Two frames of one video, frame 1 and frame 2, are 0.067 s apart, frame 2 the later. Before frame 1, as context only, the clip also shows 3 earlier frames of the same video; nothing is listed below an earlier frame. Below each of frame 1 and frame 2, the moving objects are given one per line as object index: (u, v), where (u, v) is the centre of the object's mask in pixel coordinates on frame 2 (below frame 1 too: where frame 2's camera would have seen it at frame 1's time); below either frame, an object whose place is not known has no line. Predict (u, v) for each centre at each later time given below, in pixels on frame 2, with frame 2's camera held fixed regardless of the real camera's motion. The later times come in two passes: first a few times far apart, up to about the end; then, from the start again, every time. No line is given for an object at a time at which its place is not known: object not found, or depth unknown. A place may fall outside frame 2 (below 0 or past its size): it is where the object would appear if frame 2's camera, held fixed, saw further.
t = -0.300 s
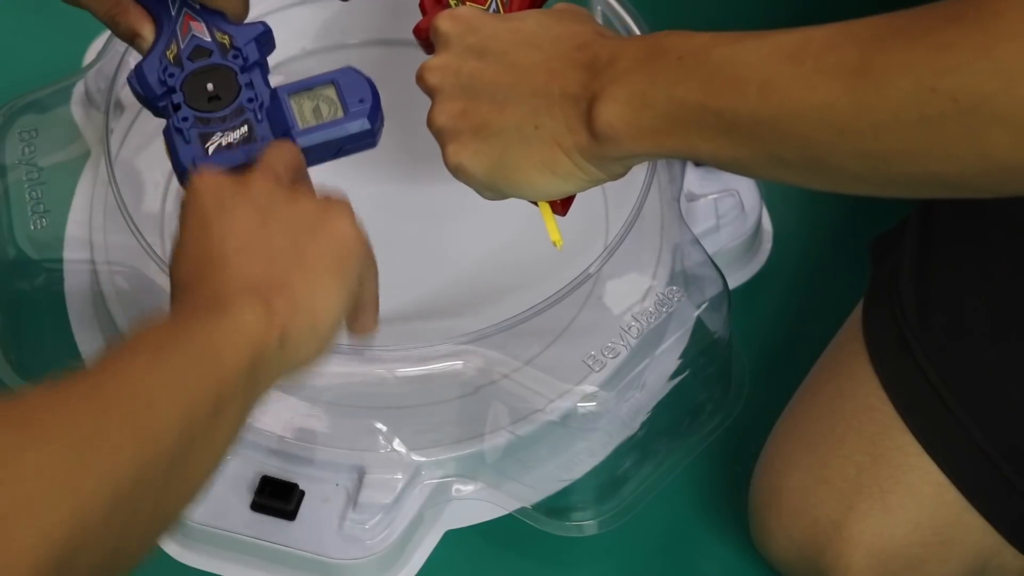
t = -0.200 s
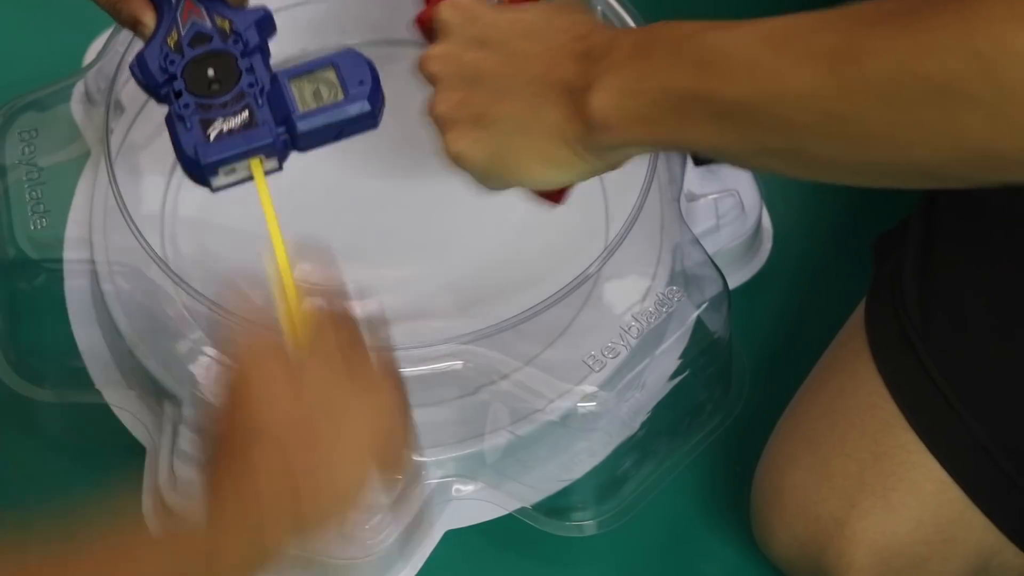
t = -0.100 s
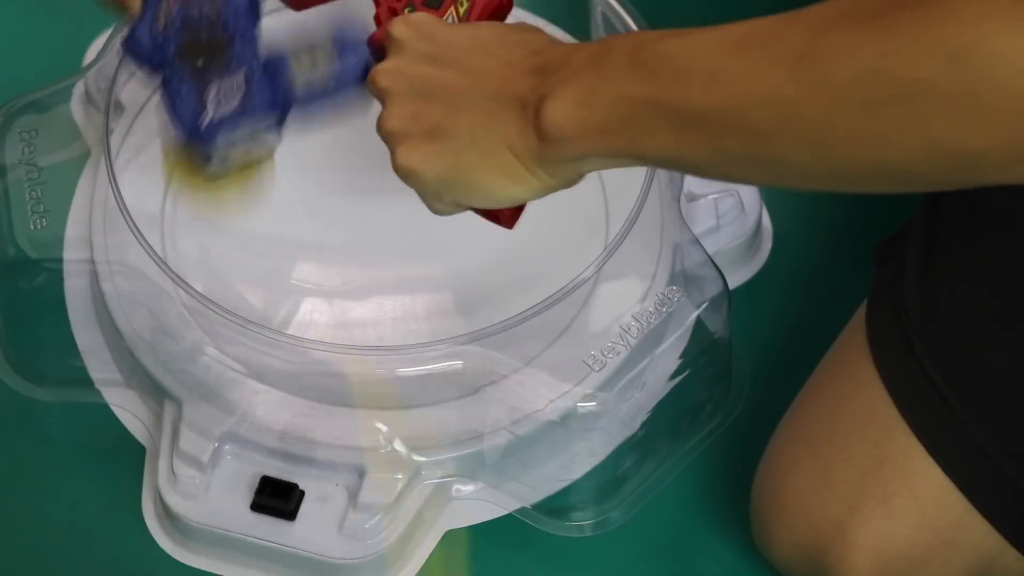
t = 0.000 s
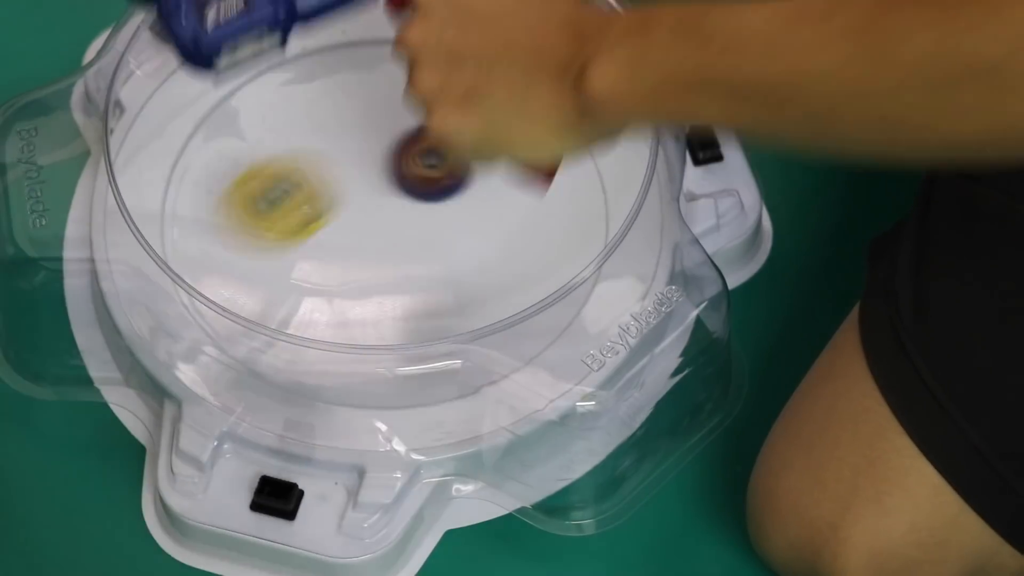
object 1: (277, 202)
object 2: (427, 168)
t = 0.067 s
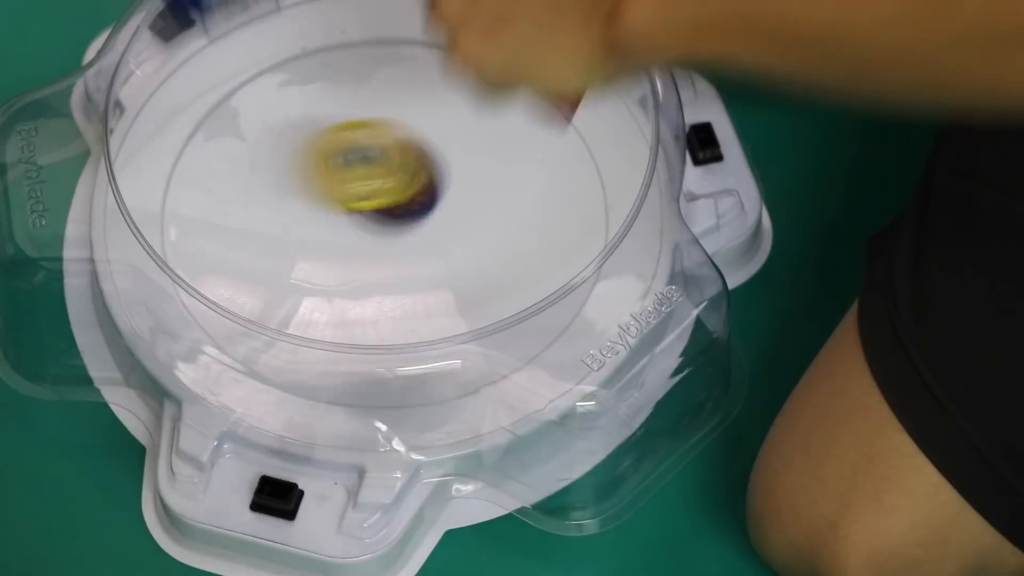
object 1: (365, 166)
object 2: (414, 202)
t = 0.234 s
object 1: (552, 237)
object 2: (309, 291)
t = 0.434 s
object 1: (564, 183)
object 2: (318, 305)
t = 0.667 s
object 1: (430, 154)
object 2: (438, 281)
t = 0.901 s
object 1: (316, 184)
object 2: (426, 235)
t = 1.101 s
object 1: (200, 197)
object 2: (422, 248)
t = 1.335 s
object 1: (215, 287)
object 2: (386, 253)
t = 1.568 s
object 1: (215, 321)
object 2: (484, 196)
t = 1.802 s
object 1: (218, 321)
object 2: (513, 68)
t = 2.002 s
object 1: (310, 288)
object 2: (347, 83)
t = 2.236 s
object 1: (367, 207)
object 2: (252, 265)
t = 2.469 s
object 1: (363, 132)
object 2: (486, 335)
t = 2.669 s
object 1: (342, 107)
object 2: (590, 162)
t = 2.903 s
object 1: (341, 135)
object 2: (373, 30)
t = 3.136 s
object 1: (384, 176)
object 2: (167, 184)
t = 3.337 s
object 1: (423, 201)
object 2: (286, 351)
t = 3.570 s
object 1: (466, 223)
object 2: (543, 277)
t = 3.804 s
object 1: (480, 234)
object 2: (490, 57)
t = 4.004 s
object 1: (462, 244)
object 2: (269, 50)
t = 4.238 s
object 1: (426, 249)
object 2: (193, 268)
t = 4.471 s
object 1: (375, 245)
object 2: (478, 321)
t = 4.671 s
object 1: (343, 234)
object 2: (569, 135)
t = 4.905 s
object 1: (316, 235)
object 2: (365, 29)
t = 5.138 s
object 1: (325, 237)
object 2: (203, 188)
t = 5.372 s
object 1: (358, 216)
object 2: (405, 340)
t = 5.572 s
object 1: (385, 191)
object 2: (579, 227)
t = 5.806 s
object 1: (407, 167)
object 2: (465, 77)
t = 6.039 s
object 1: (423, 169)
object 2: (255, 104)
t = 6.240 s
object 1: (434, 168)
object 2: (239, 233)
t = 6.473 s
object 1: (438, 177)
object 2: (394, 291)
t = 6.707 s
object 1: (422, 160)
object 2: (480, 263)
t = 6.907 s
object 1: (380, 188)
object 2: (514, 253)
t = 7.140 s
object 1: (341, 231)
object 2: (446, 221)
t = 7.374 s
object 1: (265, 259)
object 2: (371, 235)
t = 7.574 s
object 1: (257, 263)
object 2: (359, 245)
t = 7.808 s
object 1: (274, 242)
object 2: (385, 221)
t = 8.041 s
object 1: (301, 208)
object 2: (395, 178)
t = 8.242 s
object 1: (343, 183)
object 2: (432, 139)
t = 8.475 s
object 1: (386, 183)
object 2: (472, 113)
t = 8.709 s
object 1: (427, 207)
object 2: (482, 115)
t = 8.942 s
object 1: (440, 254)
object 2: (458, 152)
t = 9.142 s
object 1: (426, 306)
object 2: (432, 184)
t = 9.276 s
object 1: (413, 339)
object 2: (407, 186)
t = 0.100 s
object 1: (399, 164)
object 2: (375, 225)
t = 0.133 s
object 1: (448, 177)
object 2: (358, 260)
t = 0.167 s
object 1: (491, 202)
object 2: (340, 296)
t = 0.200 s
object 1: (530, 236)
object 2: (324, 289)
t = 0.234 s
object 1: (552, 237)
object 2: (309, 291)
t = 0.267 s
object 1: (562, 210)
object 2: (296, 301)
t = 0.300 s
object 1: (568, 191)
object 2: (292, 301)
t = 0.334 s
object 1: (573, 185)
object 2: (292, 302)
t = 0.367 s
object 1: (576, 187)
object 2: (296, 303)
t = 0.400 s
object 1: (576, 199)
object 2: (305, 301)
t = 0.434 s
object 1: (564, 183)
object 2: (318, 305)
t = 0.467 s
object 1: (548, 174)
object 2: (333, 304)
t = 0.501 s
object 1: (532, 174)
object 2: (350, 302)
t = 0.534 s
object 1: (512, 168)
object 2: (369, 299)
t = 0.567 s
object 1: (490, 164)
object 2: (388, 296)
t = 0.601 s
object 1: (469, 159)
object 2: (408, 292)
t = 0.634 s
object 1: (449, 155)
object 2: (425, 287)
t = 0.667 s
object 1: (430, 154)
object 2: (438, 281)
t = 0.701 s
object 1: (412, 156)
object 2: (445, 275)
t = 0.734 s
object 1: (394, 161)
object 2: (448, 269)
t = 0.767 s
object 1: (378, 167)
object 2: (447, 262)
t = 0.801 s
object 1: (364, 174)
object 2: (443, 253)
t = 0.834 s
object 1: (353, 180)
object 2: (435, 244)
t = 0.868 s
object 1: (343, 187)
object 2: (425, 234)
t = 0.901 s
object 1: (316, 184)
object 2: (426, 235)
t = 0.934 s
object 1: (288, 176)
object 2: (431, 240)
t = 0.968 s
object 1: (262, 172)
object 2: (432, 244)
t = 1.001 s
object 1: (242, 172)
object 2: (431, 246)
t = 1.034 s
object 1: (224, 177)
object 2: (428, 247)
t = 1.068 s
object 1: (211, 187)
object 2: (425, 248)
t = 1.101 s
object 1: (200, 197)
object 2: (422, 248)
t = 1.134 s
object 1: (191, 211)
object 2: (417, 248)
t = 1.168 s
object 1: (188, 223)
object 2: (412, 248)
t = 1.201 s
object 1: (190, 235)
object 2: (407, 249)
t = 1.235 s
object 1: (187, 250)
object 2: (402, 249)
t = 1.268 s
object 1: (192, 264)
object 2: (397, 250)
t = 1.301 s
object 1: (201, 276)
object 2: (391, 252)
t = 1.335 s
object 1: (215, 287)
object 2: (386, 253)
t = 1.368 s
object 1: (230, 294)
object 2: (382, 255)
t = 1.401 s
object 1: (247, 298)
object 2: (379, 257)
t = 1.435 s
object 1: (269, 295)
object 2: (377, 259)
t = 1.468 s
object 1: (288, 299)
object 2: (377, 260)
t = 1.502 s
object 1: (259, 313)
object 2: (409, 246)
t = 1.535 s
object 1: (232, 321)
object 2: (452, 221)
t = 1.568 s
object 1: (215, 321)
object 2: (484, 196)
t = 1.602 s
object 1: (203, 323)
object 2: (507, 173)
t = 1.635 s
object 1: (199, 324)
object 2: (526, 148)
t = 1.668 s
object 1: (198, 325)
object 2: (536, 123)
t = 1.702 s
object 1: (201, 325)
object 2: (540, 103)
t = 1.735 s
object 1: (206, 325)
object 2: (536, 88)
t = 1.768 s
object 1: (212, 324)
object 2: (528, 78)
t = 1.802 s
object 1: (218, 321)
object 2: (513, 68)
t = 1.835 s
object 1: (226, 320)
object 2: (493, 60)
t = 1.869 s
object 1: (242, 315)
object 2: (468, 58)
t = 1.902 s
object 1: (260, 308)
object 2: (442, 59)
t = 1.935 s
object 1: (280, 297)
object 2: (412, 65)
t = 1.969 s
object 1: (295, 295)
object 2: (380, 72)
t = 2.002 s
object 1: (310, 288)
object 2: (347, 83)
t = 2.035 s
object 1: (324, 279)
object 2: (315, 98)
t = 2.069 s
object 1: (336, 268)
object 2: (287, 120)
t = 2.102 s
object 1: (346, 256)
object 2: (266, 144)
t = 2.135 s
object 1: (354, 244)
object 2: (252, 171)
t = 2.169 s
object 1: (359, 232)
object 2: (244, 201)
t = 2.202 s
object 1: (364, 219)
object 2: (244, 234)
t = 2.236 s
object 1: (367, 207)
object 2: (252, 265)
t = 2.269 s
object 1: (369, 194)
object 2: (270, 290)
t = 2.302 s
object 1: (368, 181)
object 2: (293, 312)
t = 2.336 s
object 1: (368, 167)
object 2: (325, 331)
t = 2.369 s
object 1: (367, 155)
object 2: (363, 345)
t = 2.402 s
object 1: (366, 146)
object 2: (407, 348)
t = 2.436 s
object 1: (365, 138)
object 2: (445, 345)
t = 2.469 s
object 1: (363, 132)
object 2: (486, 335)
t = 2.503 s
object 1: (360, 124)
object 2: (523, 319)
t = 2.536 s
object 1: (355, 118)
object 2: (559, 293)
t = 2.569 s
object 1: (352, 113)
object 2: (578, 265)
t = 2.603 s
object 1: (348, 109)
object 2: (584, 229)
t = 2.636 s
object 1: (345, 107)
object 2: (593, 197)
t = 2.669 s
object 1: (342, 107)
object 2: (590, 162)
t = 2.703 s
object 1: (340, 108)
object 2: (580, 130)
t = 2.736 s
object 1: (338, 110)
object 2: (562, 100)
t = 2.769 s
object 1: (337, 114)
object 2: (535, 74)
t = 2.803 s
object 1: (336, 119)
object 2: (500, 52)
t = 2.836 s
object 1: (337, 124)
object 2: (461, 37)
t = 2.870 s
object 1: (339, 130)
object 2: (418, 30)
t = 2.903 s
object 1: (341, 135)
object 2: (373, 30)
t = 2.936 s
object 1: (345, 141)
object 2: (330, 34)
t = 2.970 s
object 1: (351, 147)
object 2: (287, 45)
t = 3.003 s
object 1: (357, 154)
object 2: (250, 62)
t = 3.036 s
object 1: (364, 160)
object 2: (215, 87)
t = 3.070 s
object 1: (371, 166)
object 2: (191, 111)
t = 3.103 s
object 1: (378, 171)
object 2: (174, 146)
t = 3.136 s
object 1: (384, 176)
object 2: (167, 184)
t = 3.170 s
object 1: (390, 181)
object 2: (173, 221)
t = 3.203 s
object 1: (396, 185)
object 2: (179, 258)
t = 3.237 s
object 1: (402, 189)
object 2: (197, 288)
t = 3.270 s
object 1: (409, 193)
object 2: (219, 313)
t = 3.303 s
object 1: (416, 197)
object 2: (249, 334)
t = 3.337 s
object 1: (423, 201)
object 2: (286, 351)
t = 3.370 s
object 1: (430, 205)
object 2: (327, 365)
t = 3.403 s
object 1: (437, 209)
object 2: (369, 368)
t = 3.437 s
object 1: (444, 212)
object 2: (412, 366)
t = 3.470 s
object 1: (450, 216)
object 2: (453, 358)
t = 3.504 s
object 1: (456, 218)
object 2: (494, 341)
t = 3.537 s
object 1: (462, 221)
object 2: (528, 315)
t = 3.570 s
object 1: (466, 223)
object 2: (543, 277)
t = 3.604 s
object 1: (471, 225)
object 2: (569, 245)
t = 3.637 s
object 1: (475, 226)
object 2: (580, 213)
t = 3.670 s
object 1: (478, 227)
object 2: (579, 177)
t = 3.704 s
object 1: (481, 229)
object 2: (568, 140)
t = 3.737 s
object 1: (482, 231)
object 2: (548, 109)
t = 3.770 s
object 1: (482, 233)
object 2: (522, 81)
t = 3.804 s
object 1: (480, 234)
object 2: (490, 57)
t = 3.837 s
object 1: (479, 236)
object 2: (452, 38)
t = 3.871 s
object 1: (477, 238)
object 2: (410, 29)
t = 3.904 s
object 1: (474, 240)
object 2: (371, 26)
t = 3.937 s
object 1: (471, 241)
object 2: (335, 27)
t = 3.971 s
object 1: (467, 243)
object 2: (303, 32)
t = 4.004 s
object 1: (462, 244)
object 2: (269, 50)
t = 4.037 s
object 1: (458, 245)
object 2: (235, 74)
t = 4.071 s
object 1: (453, 247)
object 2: (209, 96)
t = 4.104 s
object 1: (449, 247)
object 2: (189, 129)
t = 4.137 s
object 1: (444, 248)
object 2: (177, 163)
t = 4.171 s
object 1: (438, 248)
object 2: (172, 202)
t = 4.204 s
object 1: (432, 249)
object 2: (180, 234)
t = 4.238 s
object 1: (426, 249)
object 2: (193, 268)
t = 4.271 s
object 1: (418, 249)
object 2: (220, 300)
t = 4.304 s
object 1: (410, 249)
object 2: (252, 322)
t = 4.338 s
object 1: (402, 249)
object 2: (294, 338)
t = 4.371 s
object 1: (395, 249)
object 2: (341, 347)
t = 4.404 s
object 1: (388, 248)
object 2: (389, 345)
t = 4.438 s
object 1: (382, 246)
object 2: (436, 339)
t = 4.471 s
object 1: (375, 245)
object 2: (478, 321)
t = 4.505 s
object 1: (369, 243)
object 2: (505, 291)
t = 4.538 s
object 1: (363, 241)
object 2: (536, 268)
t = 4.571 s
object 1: (357, 239)
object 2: (562, 236)
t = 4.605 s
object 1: (352, 238)
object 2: (572, 205)
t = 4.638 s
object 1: (348, 236)
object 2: (576, 169)
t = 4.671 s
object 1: (343, 234)
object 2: (569, 135)
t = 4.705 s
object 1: (340, 233)
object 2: (558, 105)
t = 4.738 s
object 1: (336, 232)
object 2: (537, 75)
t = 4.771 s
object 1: (332, 233)
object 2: (510, 53)
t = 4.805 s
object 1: (329, 233)
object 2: (476, 38)
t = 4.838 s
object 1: (324, 234)
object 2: (443, 32)
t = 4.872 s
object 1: (320, 234)
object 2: (403, 28)
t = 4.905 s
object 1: (316, 235)
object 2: (365, 29)
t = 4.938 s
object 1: (312, 236)
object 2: (331, 32)
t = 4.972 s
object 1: (309, 237)
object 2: (295, 43)
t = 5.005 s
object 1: (309, 239)
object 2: (266, 61)
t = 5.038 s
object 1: (311, 240)
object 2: (237, 87)
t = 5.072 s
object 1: (315, 240)
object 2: (216, 120)
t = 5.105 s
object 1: (320, 238)
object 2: (206, 151)
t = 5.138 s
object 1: (325, 237)
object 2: (203, 188)
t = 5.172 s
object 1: (331, 235)
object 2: (211, 225)
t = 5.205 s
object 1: (336, 232)
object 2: (225, 254)
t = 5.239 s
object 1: (341, 229)
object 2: (253, 283)
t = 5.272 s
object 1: (345, 226)
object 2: (284, 302)
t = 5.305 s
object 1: (350, 223)
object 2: (320, 325)
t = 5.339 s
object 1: (354, 220)
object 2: (361, 336)
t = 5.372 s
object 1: (358, 216)
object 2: (405, 340)
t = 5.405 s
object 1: (363, 212)
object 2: (444, 335)
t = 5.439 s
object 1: (368, 207)
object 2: (486, 322)
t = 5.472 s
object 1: (372, 203)
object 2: (518, 305)
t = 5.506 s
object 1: (376, 199)
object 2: (538, 275)
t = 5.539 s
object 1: (381, 195)
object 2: (564, 251)
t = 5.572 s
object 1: (385, 191)
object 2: (579, 227)
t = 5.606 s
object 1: (388, 188)
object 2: (588, 195)
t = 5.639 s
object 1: (391, 185)
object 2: (583, 170)
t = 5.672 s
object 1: (394, 182)
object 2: (570, 142)
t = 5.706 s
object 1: (397, 179)
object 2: (551, 119)
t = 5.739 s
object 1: (401, 175)
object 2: (526, 100)
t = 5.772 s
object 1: (404, 171)
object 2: (499, 85)
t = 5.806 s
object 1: (407, 167)
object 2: (465, 77)
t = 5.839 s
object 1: (410, 162)
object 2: (432, 73)
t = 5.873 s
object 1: (412, 160)
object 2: (400, 73)
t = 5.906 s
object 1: (414, 164)
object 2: (366, 69)
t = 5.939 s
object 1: (416, 168)
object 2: (338, 70)
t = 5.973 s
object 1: (418, 169)
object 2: (308, 77)
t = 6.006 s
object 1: (420, 169)
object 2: (281, 87)
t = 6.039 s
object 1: (423, 169)
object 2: (255, 104)
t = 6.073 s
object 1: (426, 168)
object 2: (234, 123)
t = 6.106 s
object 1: (429, 167)
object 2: (220, 143)
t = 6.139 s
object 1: (431, 167)
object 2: (214, 165)
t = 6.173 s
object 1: (433, 167)
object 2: (216, 189)
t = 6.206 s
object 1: (434, 167)
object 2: (224, 210)
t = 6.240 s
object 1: (434, 168)
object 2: (239, 233)
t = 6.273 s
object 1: (435, 169)
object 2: (255, 251)
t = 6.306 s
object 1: (435, 170)
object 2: (276, 266)
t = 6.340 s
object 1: (436, 171)
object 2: (300, 279)
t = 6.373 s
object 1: (436, 173)
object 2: (323, 288)
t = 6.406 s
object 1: (437, 174)
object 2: (348, 293)
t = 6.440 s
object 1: (438, 176)
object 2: (372, 294)
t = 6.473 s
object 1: (438, 177)
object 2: (394, 291)
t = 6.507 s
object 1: (438, 180)
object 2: (413, 284)
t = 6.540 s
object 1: (438, 182)
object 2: (430, 274)
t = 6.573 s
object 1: (437, 183)
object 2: (445, 261)
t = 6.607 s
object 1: (434, 180)
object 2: (456, 253)
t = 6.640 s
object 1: (431, 171)
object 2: (466, 254)
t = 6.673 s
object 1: (427, 163)
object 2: (474, 260)
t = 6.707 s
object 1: (422, 160)
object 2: (480, 263)
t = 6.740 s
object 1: (415, 160)
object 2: (486, 264)
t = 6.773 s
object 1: (408, 163)
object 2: (491, 264)
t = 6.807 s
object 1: (401, 167)
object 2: (497, 263)
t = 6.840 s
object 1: (394, 173)
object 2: (503, 261)
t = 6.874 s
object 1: (386, 180)
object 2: (510, 258)
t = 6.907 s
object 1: (380, 188)
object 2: (514, 253)
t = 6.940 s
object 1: (374, 195)
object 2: (515, 247)
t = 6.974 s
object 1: (369, 202)
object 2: (511, 241)
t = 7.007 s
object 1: (365, 210)
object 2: (503, 234)
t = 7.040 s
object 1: (361, 216)
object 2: (491, 228)
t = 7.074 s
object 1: (356, 222)
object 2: (478, 225)
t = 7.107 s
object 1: (352, 227)
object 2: (461, 221)
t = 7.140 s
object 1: (341, 231)
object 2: (446, 221)
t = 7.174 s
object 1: (323, 235)
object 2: (436, 222)
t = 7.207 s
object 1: (309, 240)
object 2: (425, 224)
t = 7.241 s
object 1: (299, 244)
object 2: (413, 226)
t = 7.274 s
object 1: (290, 248)
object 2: (401, 228)
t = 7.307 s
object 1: (283, 252)
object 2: (388, 230)
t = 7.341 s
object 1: (276, 255)
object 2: (376, 232)
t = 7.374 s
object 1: (265, 259)
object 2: (371, 235)
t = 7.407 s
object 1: (259, 261)
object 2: (366, 237)
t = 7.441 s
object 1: (255, 263)
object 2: (363, 239)
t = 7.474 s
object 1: (253, 264)
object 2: (361, 241)
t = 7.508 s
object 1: (252, 264)
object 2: (360, 243)
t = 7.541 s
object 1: (254, 264)
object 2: (359, 244)
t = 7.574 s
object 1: (257, 263)
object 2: (359, 245)
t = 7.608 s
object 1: (259, 262)
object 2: (362, 245)
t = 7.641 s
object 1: (260, 260)
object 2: (367, 243)
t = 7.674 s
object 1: (261, 258)
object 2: (372, 241)
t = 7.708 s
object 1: (264, 254)
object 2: (376, 237)
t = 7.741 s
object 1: (267, 251)
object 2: (380, 232)
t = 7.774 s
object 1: (270, 246)
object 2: (383, 227)
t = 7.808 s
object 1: (274, 242)
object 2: (385, 221)
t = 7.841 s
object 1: (277, 237)
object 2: (386, 216)
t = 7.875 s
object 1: (281, 233)
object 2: (387, 210)
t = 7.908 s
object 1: (285, 228)
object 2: (387, 204)
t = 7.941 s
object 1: (290, 223)
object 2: (386, 198)
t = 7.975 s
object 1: (294, 218)
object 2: (386, 192)
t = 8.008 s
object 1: (297, 213)
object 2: (389, 186)
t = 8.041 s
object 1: (301, 208)
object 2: (395, 178)
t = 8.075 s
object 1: (306, 202)
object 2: (402, 170)
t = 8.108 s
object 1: (314, 197)
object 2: (408, 162)
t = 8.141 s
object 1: (322, 193)
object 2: (412, 155)
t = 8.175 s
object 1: (330, 189)
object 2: (417, 150)
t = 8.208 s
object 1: (335, 186)
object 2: (425, 144)
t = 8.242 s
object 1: (343, 183)
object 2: (432, 139)
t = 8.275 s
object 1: (350, 180)
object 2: (439, 134)
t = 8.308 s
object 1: (355, 178)
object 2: (446, 130)
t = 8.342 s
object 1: (362, 177)
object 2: (451, 126)
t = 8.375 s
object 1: (372, 177)
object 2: (454, 124)
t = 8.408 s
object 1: (375, 179)
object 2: (461, 120)
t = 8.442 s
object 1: (380, 181)
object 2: (467, 116)
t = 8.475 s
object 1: (386, 183)
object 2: (472, 113)
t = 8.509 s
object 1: (394, 185)
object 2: (475, 111)
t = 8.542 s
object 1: (402, 186)
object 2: (477, 110)
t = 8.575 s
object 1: (410, 188)
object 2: (478, 111)
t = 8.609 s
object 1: (418, 190)
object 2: (478, 113)
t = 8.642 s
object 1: (421, 197)
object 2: (481, 112)
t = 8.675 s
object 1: (424, 202)
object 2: (483, 112)
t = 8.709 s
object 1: (427, 207)
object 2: (482, 115)
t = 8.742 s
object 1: (431, 212)
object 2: (480, 119)
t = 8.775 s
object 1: (435, 216)
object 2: (477, 125)
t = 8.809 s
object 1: (439, 221)
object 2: (473, 132)
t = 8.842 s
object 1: (441, 228)
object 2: (470, 139)
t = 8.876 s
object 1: (440, 239)
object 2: (467, 142)
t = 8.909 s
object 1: (440, 247)
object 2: (463, 146)
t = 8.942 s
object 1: (440, 254)
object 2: (458, 152)
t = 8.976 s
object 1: (441, 260)
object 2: (453, 160)
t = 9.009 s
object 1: (441, 265)
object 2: (448, 168)
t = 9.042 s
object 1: (440, 270)
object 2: (444, 178)
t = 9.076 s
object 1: (439, 274)
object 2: (439, 188)
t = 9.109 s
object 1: (433, 294)
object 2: (436, 187)
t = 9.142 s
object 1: (426, 306)
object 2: (432, 184)
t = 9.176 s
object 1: (423, 313)
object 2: (426, 183)
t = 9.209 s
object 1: (419, 326)
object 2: (420, 183)
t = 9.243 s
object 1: (416, 334)
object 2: (414, 184)
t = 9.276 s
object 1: (413, 339)
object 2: (407, 186)
